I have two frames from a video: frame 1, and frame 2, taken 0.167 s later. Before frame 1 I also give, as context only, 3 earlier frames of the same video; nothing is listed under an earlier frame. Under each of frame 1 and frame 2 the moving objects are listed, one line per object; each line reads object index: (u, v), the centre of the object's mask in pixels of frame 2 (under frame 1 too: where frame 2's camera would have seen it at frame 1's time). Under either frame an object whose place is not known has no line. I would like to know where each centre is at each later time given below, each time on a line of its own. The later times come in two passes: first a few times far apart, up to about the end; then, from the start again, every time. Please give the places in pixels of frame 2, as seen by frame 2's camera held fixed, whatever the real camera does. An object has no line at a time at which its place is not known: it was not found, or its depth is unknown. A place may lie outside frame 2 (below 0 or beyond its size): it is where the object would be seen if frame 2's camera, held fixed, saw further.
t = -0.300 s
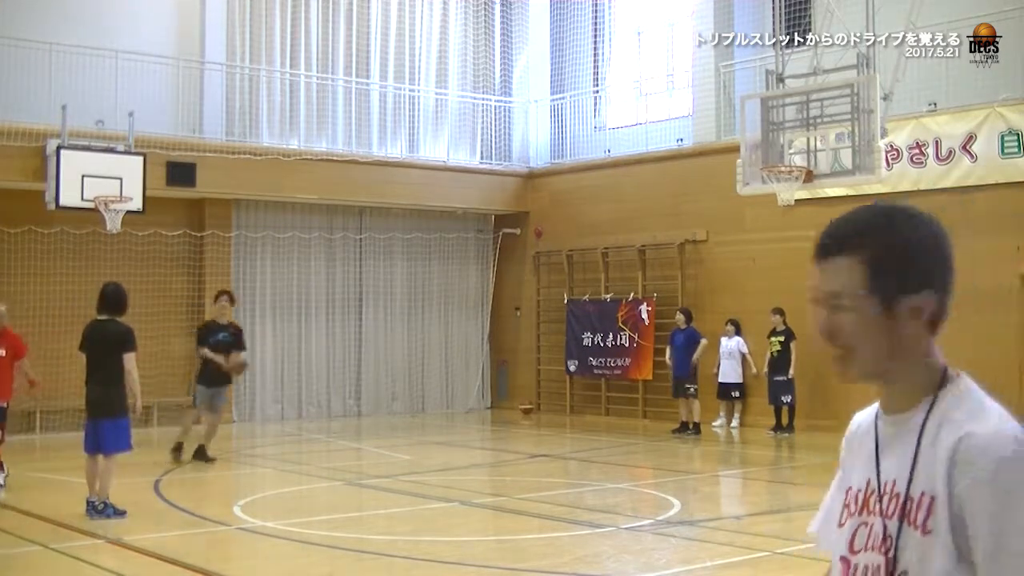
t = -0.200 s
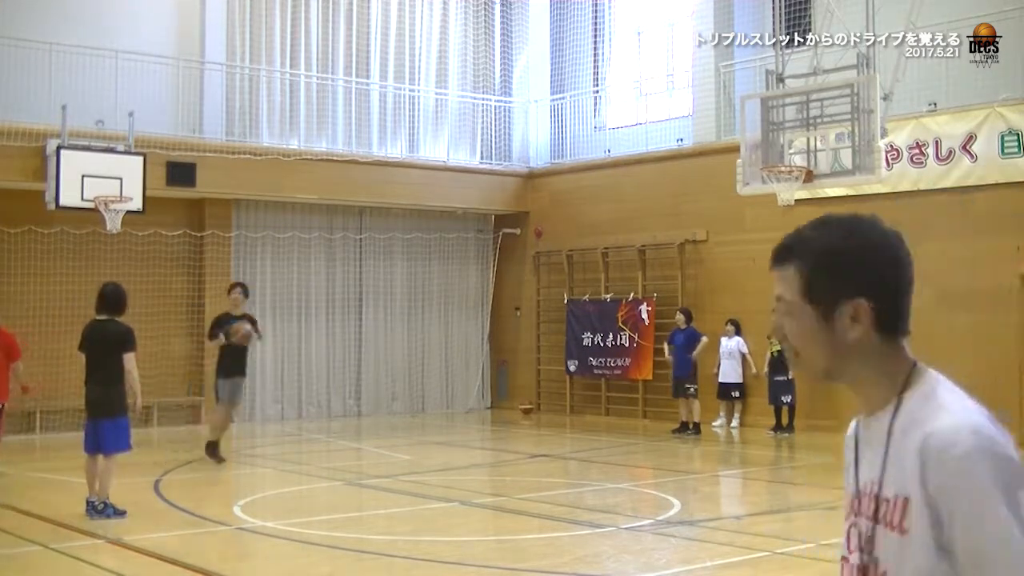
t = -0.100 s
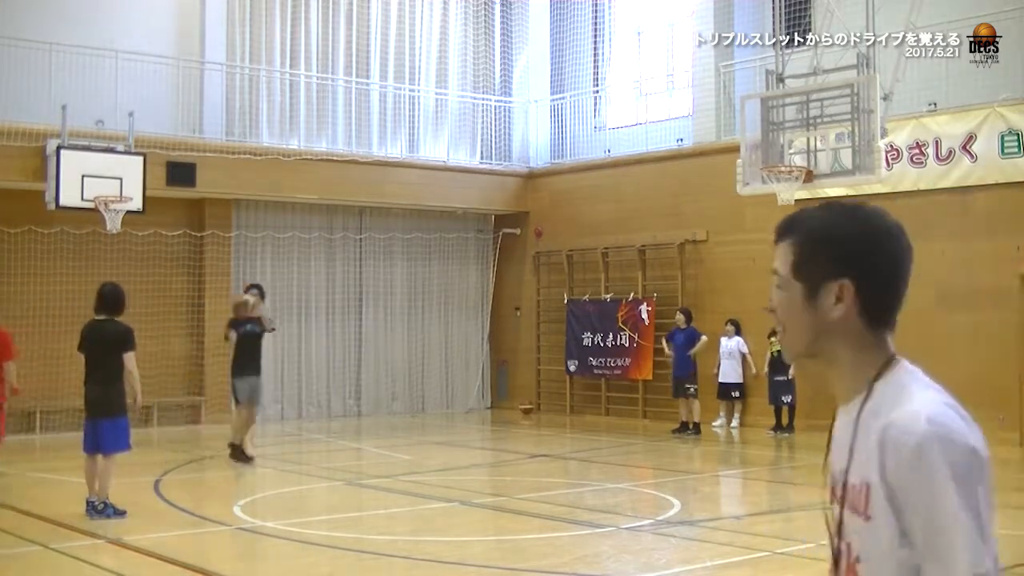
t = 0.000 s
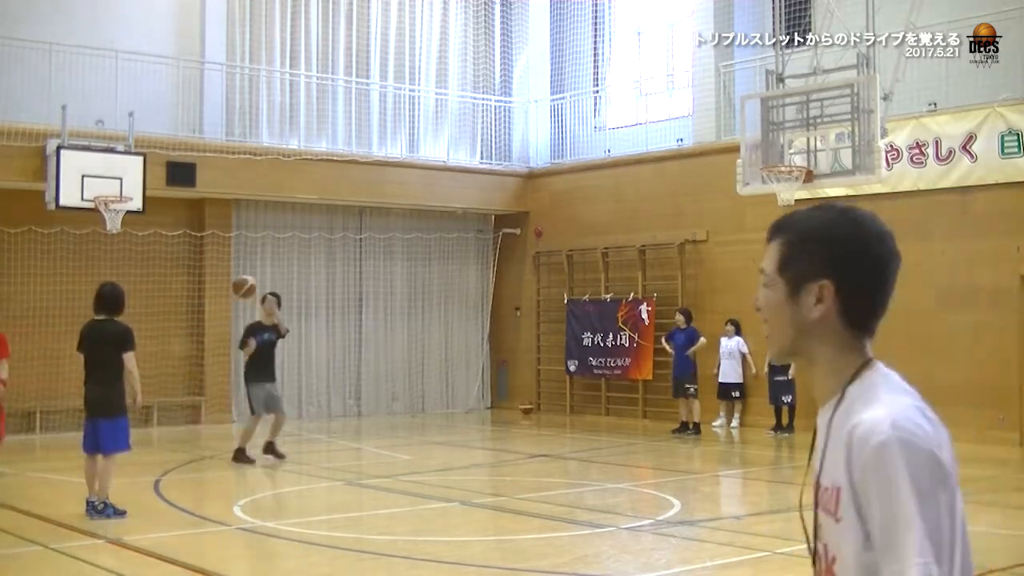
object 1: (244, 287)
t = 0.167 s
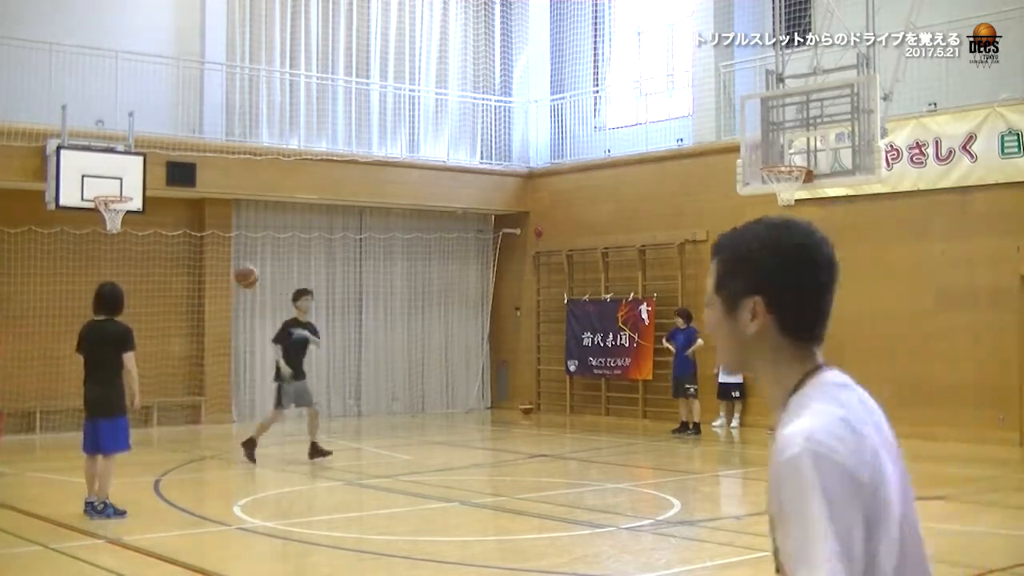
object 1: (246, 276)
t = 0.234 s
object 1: (247, 280)
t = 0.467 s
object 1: (251, 330)
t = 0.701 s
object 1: (255, 444)
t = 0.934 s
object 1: (257, 399)
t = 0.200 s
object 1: (247, 278)
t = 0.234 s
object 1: (247, 280)
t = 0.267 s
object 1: (247, 283)
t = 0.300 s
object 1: (248, 288)
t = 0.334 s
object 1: (249, 294)
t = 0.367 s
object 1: (249, 300)
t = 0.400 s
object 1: (250, 309)
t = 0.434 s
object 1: (250, 319)
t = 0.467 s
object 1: (251, 330)
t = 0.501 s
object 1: (252, 343)
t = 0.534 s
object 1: (252, 357)
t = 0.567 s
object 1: (253, 371)
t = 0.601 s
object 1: (253, 386)
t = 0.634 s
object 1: (254, 407)
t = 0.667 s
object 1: (254, 424)
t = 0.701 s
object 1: (255, 444)
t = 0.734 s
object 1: (257, 467)
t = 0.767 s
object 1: (257, 476)
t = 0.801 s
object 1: (258, 457)
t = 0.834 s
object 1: (257, 442)
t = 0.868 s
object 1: (257, 427)
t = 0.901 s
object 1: (258, 412)
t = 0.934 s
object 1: (257, 399)
